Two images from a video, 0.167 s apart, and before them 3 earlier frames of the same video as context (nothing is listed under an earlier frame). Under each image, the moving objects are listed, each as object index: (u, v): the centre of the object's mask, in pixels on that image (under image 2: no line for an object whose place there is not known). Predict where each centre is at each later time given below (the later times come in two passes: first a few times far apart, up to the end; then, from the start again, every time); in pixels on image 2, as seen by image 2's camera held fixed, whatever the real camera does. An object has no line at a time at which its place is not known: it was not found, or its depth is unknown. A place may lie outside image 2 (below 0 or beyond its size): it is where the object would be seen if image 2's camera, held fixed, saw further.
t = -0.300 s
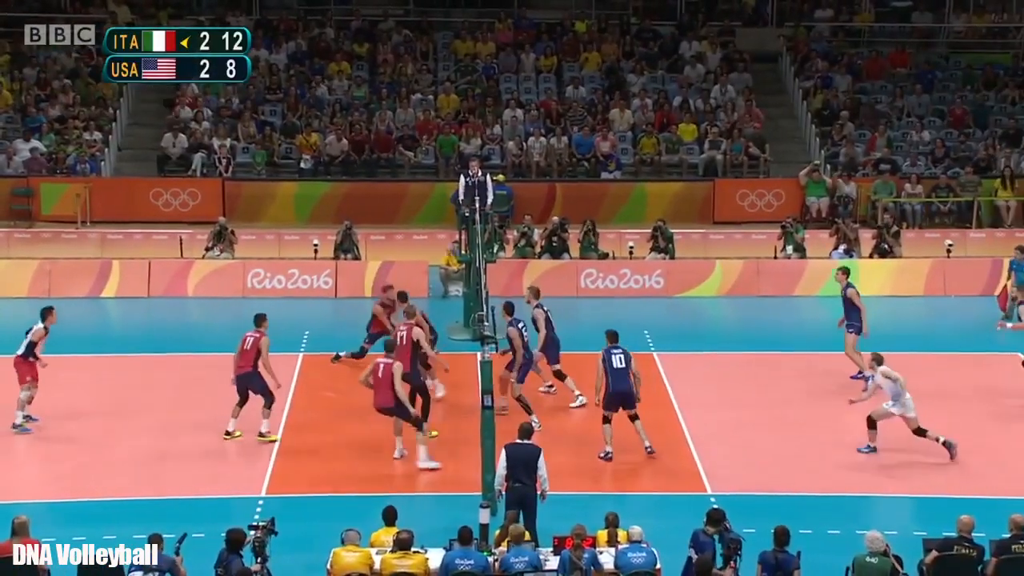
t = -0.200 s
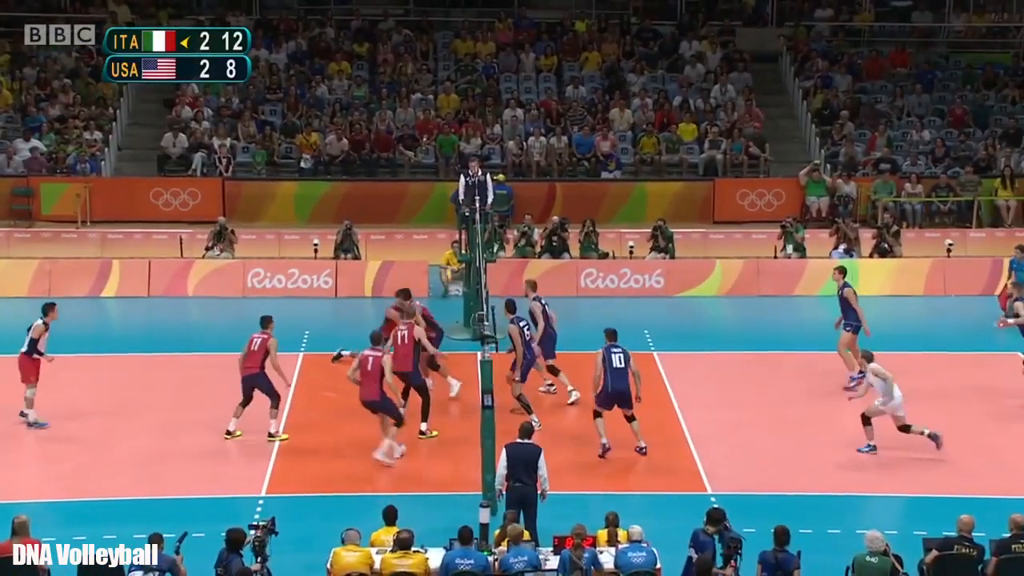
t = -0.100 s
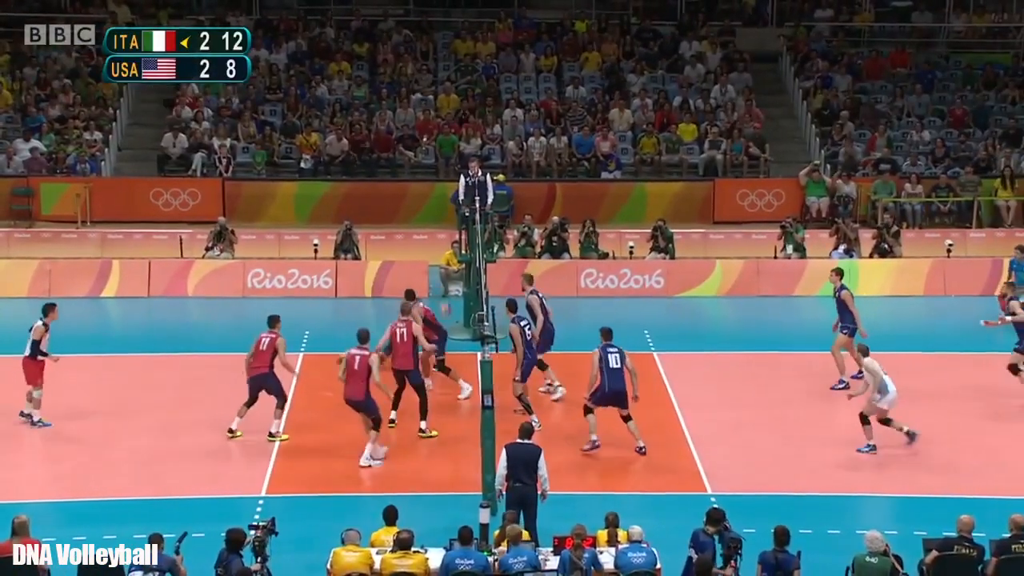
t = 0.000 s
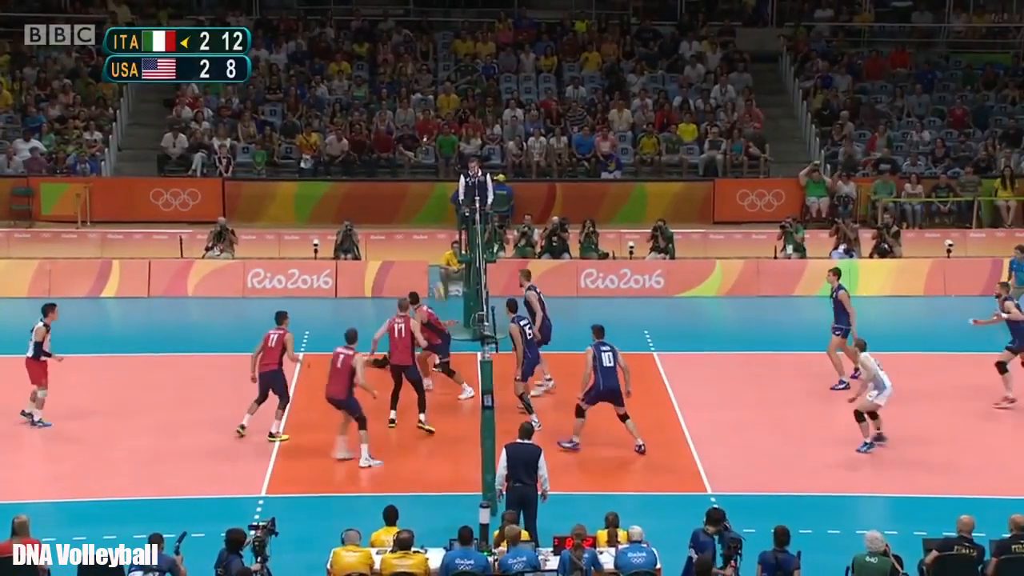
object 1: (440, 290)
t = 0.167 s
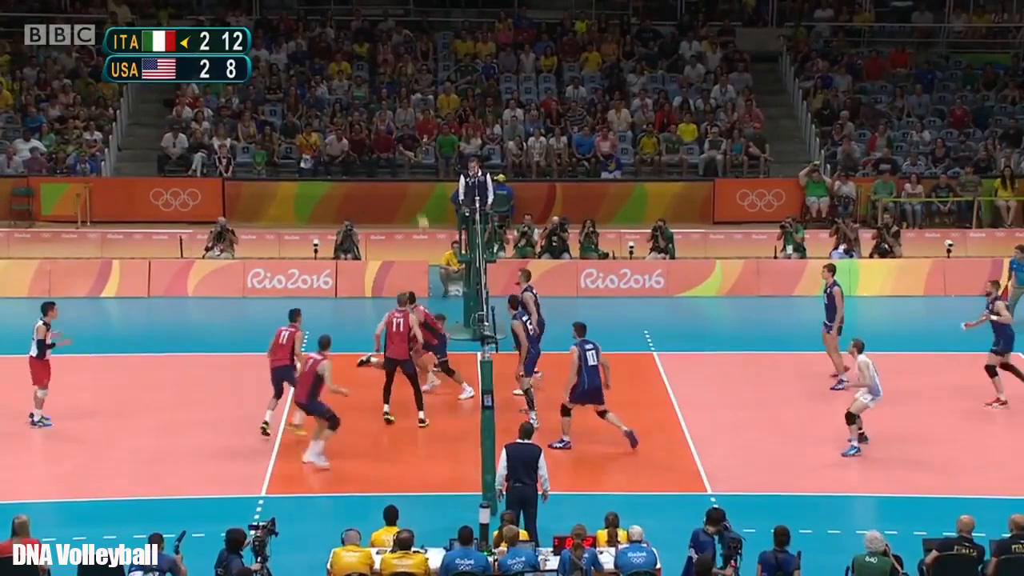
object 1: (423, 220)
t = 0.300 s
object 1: (412, 182)
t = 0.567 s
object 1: (387, 139)
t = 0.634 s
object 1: (380, 135)
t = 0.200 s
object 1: (421, 216)
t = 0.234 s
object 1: (417, 204)
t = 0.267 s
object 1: (414, 190)
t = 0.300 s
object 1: (412, 182)
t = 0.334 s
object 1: (408, 175)
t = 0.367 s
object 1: (404, 167)
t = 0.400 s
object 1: (403, 164)
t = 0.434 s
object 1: (399, 158)
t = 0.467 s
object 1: (396, 151)
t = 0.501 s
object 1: (394, 147)
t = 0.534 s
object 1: (390, 143)
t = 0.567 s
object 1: (387, 139)
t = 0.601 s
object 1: (385, 137)
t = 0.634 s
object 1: (380, 135)
